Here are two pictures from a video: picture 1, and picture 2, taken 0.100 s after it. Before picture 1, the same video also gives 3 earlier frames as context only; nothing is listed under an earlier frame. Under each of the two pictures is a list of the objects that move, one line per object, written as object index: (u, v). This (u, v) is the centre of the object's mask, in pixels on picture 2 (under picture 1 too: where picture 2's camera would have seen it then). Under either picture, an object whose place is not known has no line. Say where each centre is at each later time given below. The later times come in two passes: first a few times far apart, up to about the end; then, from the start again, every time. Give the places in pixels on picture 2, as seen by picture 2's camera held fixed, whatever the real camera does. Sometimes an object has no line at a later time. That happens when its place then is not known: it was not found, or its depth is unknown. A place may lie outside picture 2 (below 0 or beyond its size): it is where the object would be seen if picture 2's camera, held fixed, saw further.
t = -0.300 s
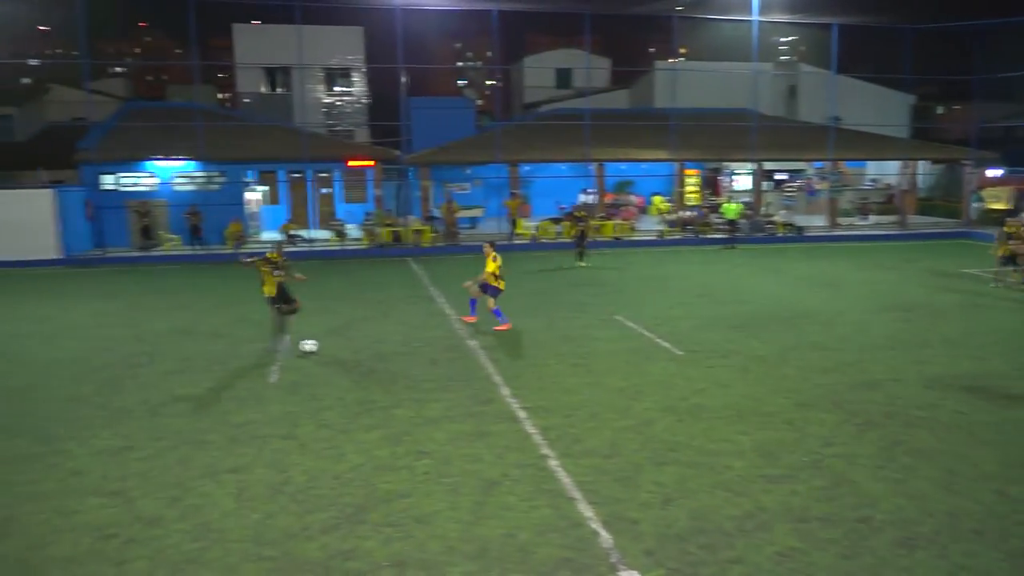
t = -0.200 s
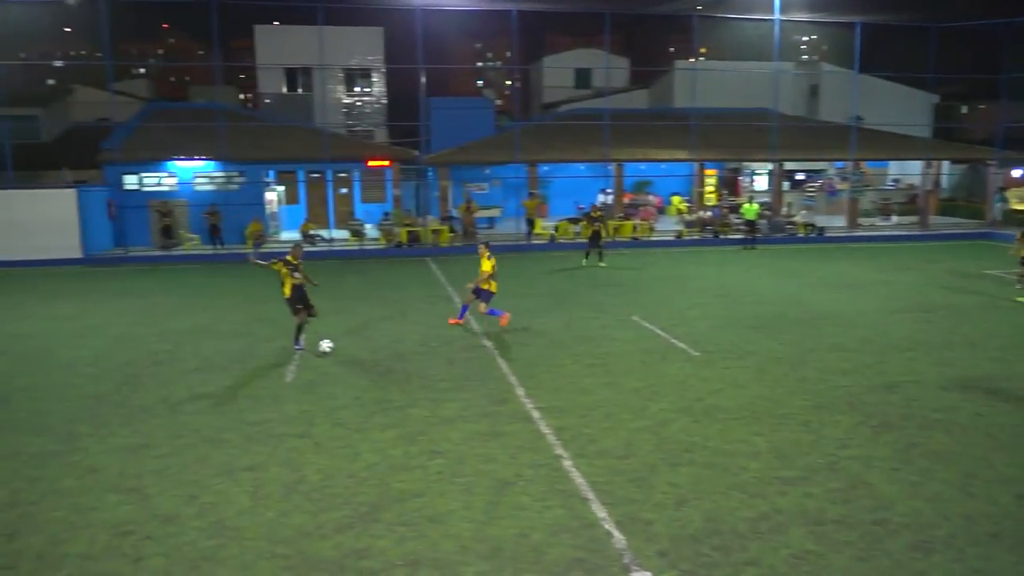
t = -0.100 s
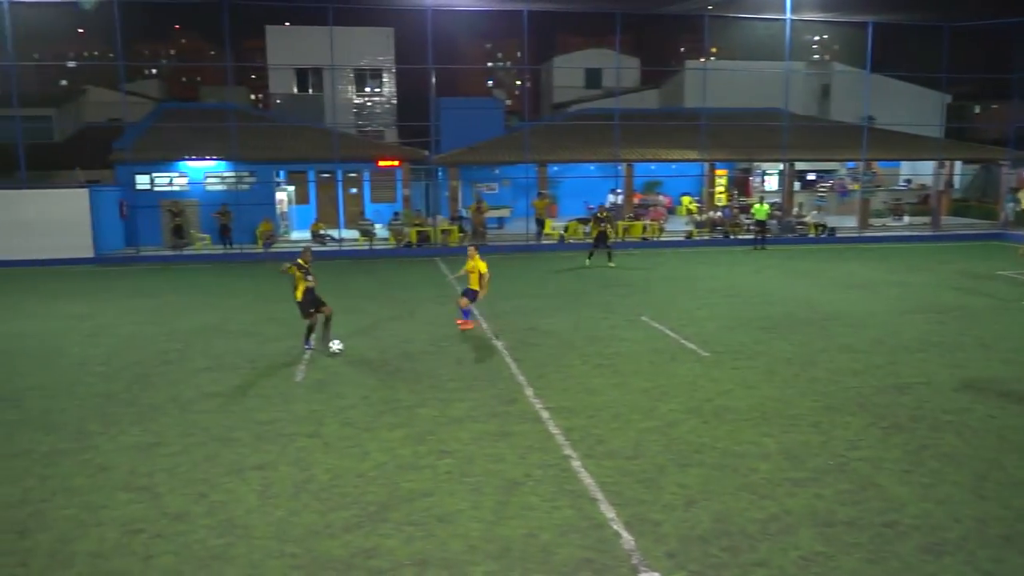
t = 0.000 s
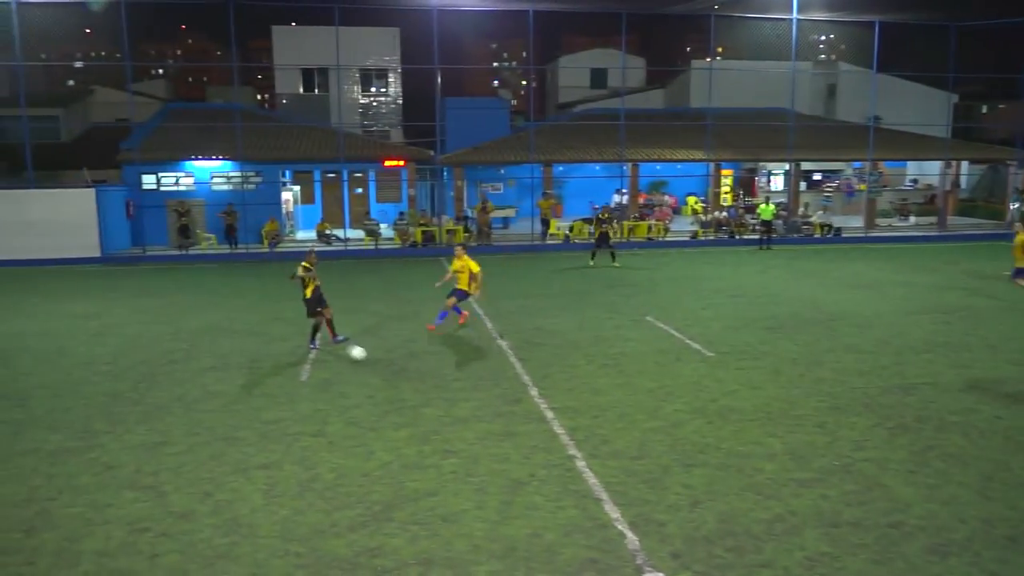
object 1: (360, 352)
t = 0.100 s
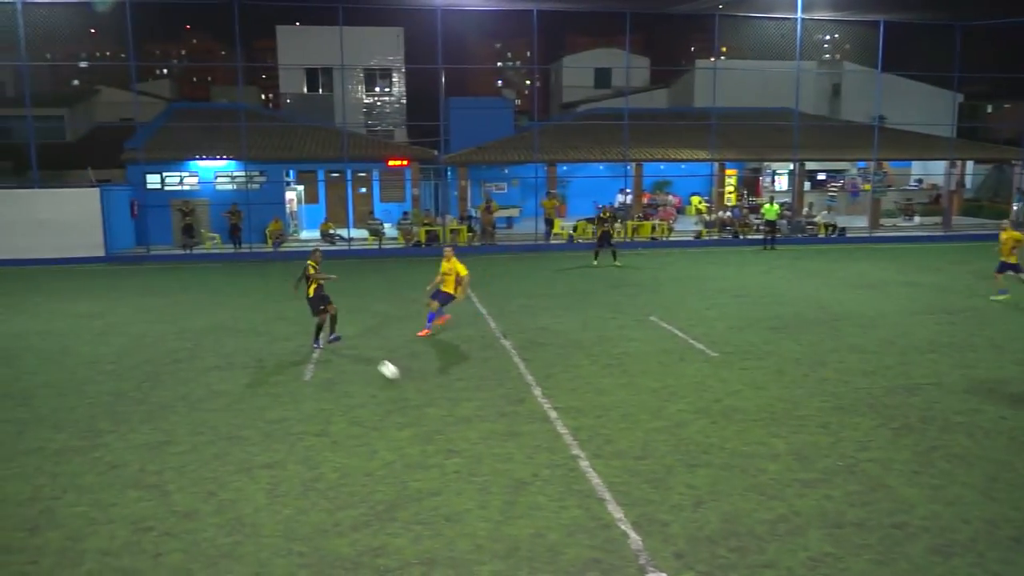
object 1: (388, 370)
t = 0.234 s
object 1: (429, 397)
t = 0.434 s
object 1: (500, 445)
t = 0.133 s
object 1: (399, 378)
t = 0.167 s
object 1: (409, 386)
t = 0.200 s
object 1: (418, 391)
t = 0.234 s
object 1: (429, 397)
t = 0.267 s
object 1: (440, 405)
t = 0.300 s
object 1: (452, 414)
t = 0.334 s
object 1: (463, 421)
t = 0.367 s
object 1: (475, 427)
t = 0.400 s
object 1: (488, 435)
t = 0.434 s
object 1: (500, 445)
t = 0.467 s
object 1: (513, 452)
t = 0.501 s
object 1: (525, 459)
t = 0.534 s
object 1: (538, 469)
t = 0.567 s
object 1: (552, 478)
